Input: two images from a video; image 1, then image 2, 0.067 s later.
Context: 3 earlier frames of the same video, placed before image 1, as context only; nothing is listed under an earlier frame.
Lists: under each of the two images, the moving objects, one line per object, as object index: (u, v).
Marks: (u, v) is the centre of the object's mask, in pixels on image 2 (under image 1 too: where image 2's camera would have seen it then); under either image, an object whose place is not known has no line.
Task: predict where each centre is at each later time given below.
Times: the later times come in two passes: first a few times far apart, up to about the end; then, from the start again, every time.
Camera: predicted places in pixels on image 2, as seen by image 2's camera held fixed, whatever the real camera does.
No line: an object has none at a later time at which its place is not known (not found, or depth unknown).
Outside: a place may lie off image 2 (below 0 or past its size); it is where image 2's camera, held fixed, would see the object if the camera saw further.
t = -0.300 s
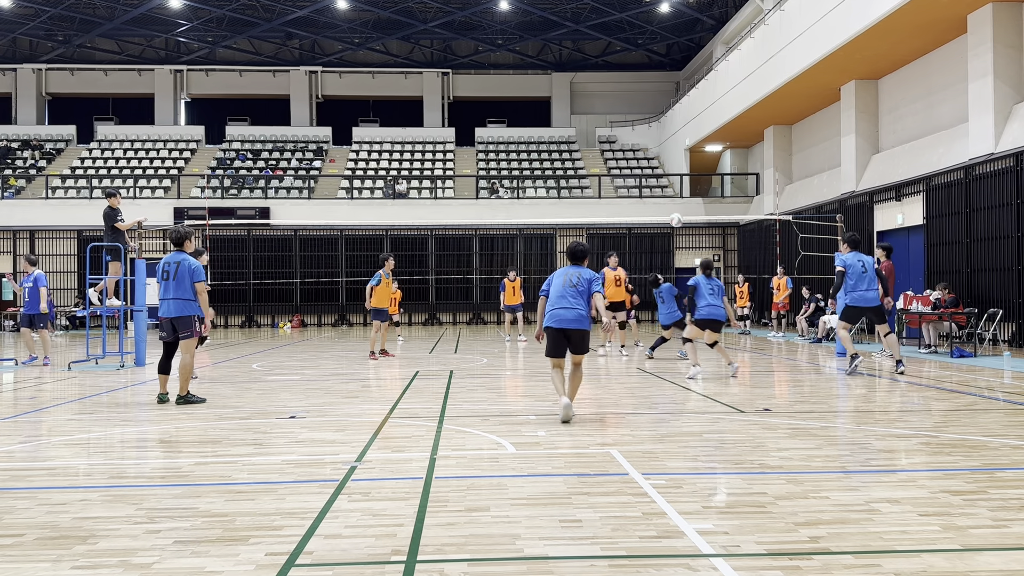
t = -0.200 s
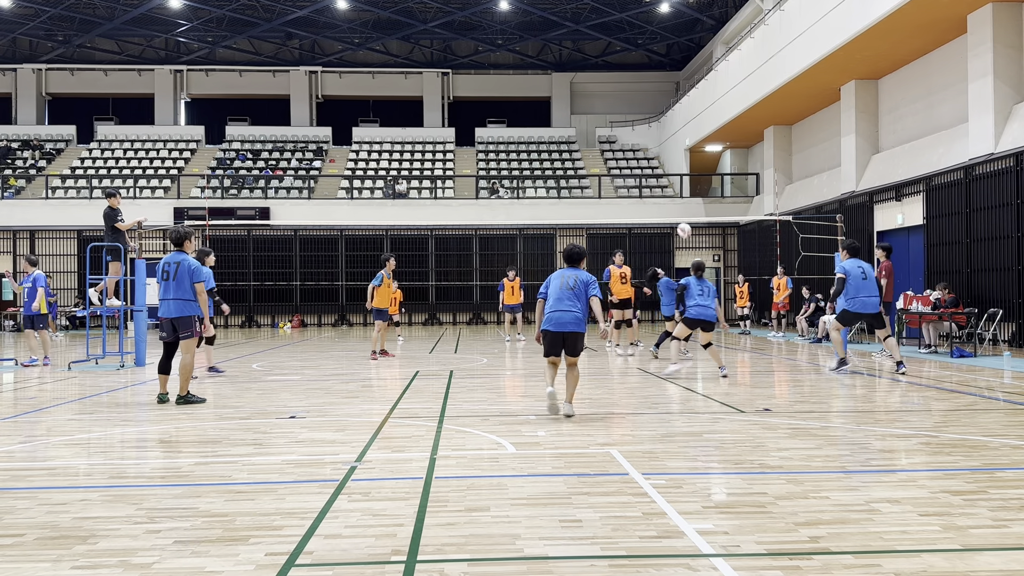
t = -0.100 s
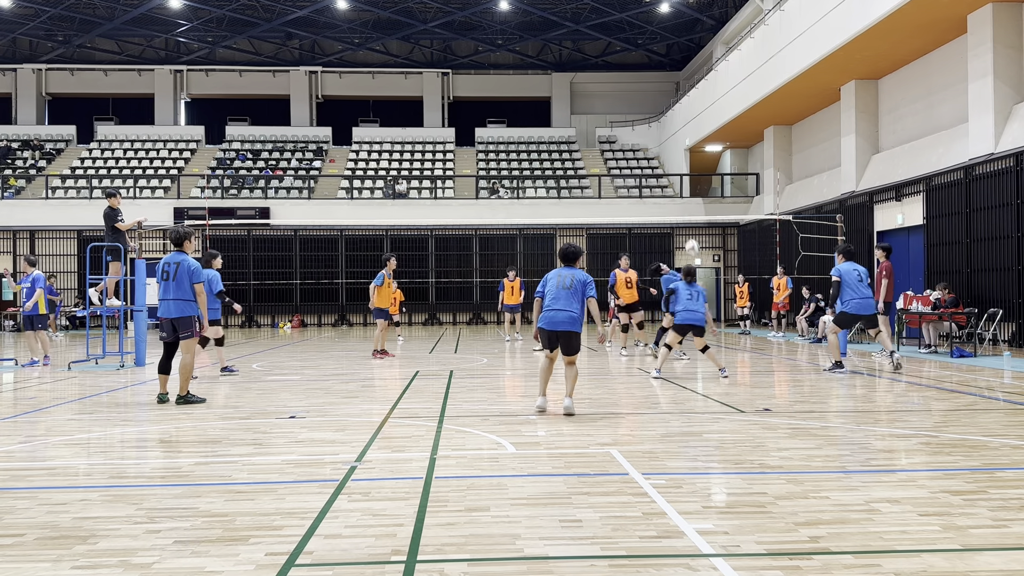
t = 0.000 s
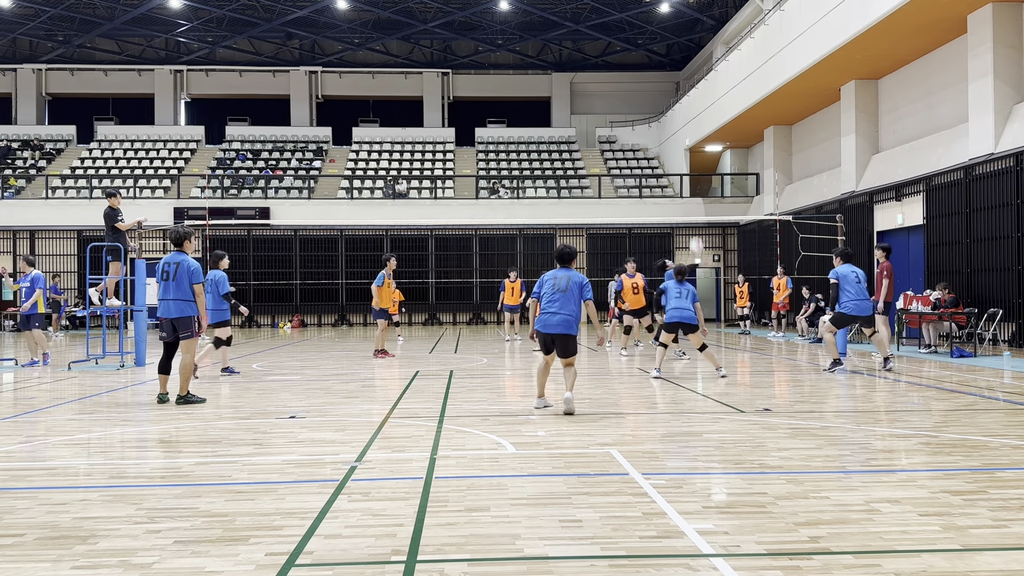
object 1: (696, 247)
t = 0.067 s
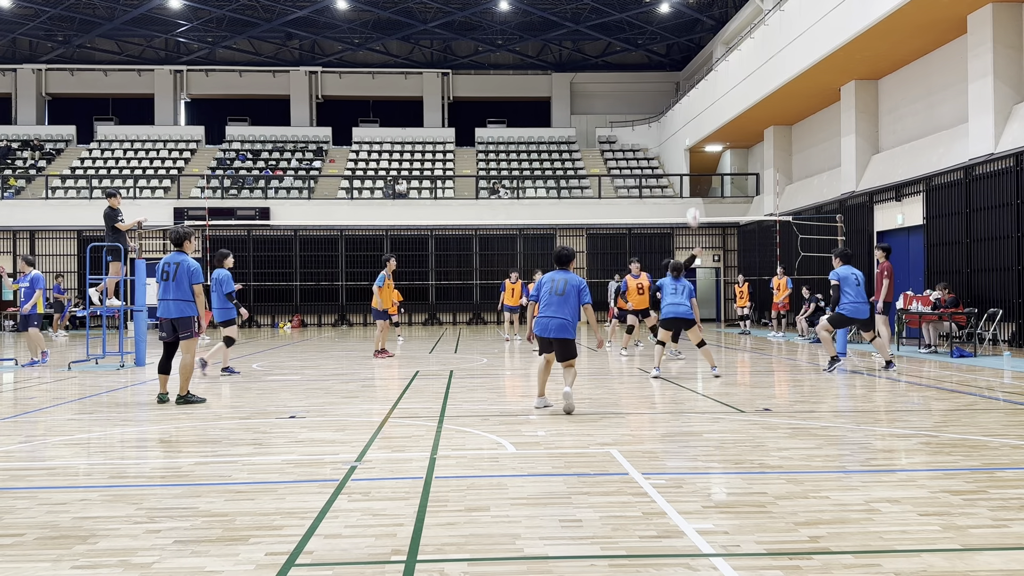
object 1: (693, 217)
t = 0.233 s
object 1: (686, 154)
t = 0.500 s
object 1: (675, 89)
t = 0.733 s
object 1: (666, 71)
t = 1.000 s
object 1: (655, 98)
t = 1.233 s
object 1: (644, 166)
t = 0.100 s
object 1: (691, 202)
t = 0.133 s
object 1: (690, 189)
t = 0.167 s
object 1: (689, 178)
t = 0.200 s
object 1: (687, 166)
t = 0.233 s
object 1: (686, 154)
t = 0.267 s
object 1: (684, 144)
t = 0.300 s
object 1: (683, 134)
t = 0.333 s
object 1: (681, 124)
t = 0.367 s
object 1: (680, 115)
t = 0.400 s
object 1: (679, 108)
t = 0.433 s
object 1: (678, 101)
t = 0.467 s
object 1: (676, 95)
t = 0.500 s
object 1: (675, 89)
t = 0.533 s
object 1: (674, 84)
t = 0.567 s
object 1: (673, 80)
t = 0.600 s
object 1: (671, 77)
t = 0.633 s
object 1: (670, 74)
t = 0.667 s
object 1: (669, 72)
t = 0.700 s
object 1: (667, 71)
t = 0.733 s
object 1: (666, 71)
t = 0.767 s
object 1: (664, 71)
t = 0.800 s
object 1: (663, 72)
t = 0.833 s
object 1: (662, 75)
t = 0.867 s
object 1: (660, 77)
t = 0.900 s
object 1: (659, 81)
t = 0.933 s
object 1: (657, 86)
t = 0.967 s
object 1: (656, 91)
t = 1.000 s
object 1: (655, 98)
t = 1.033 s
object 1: (653, 105)
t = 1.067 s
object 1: (652, 113)
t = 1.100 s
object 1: (650, 121)
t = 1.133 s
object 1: (649, 131)
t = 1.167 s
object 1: (647, 142)
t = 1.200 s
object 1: (646, 153)
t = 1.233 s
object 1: (644, 166)
